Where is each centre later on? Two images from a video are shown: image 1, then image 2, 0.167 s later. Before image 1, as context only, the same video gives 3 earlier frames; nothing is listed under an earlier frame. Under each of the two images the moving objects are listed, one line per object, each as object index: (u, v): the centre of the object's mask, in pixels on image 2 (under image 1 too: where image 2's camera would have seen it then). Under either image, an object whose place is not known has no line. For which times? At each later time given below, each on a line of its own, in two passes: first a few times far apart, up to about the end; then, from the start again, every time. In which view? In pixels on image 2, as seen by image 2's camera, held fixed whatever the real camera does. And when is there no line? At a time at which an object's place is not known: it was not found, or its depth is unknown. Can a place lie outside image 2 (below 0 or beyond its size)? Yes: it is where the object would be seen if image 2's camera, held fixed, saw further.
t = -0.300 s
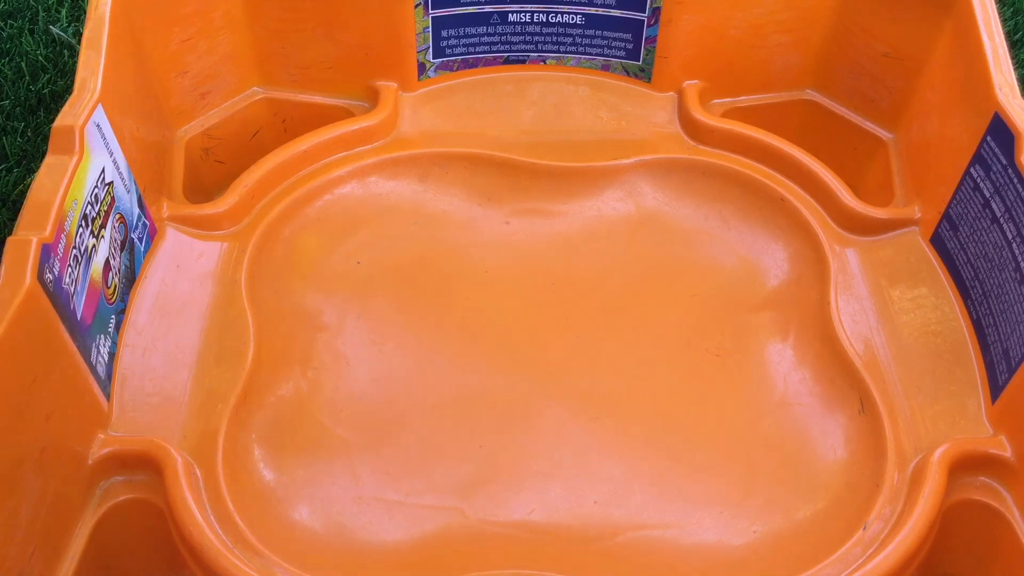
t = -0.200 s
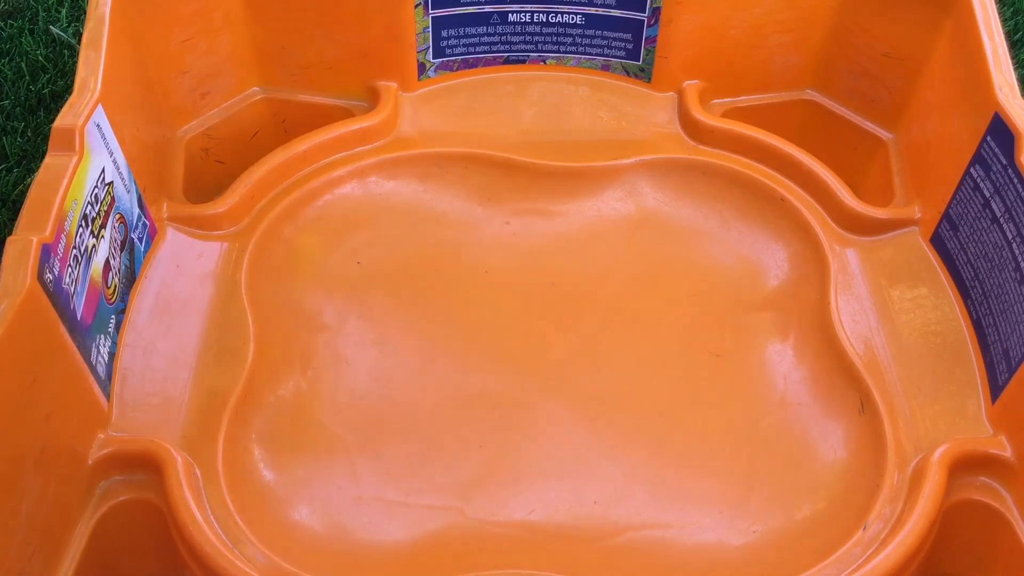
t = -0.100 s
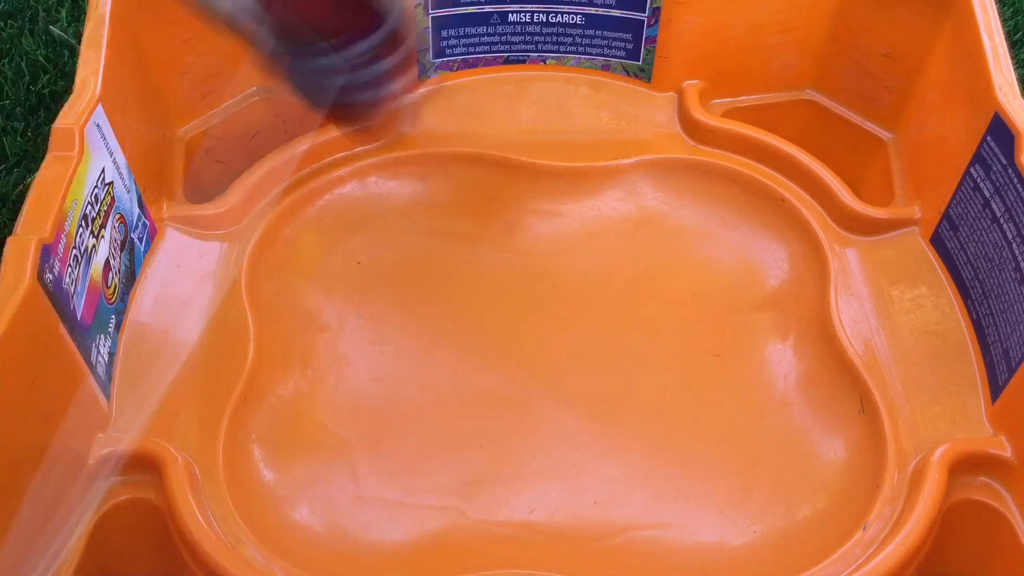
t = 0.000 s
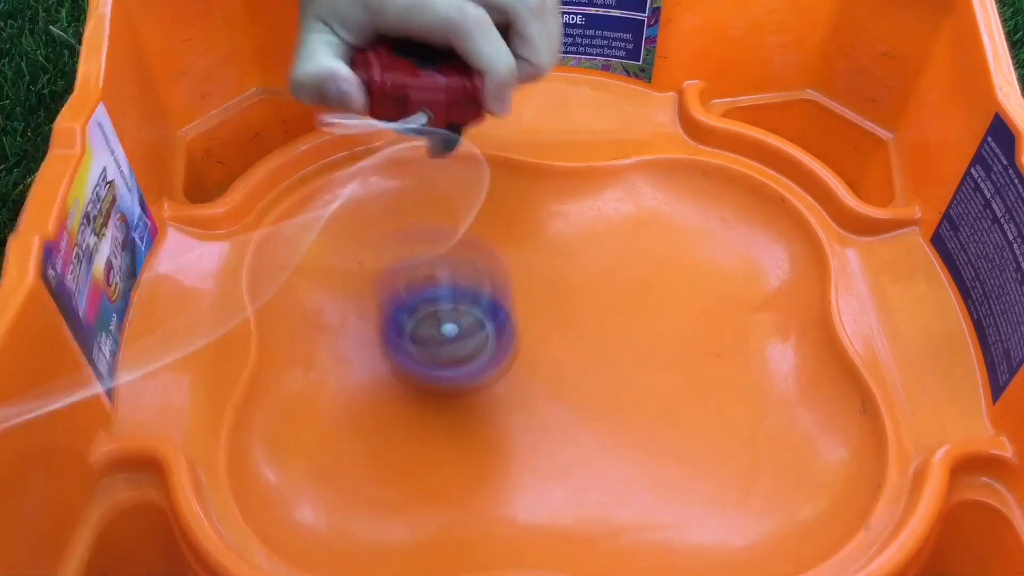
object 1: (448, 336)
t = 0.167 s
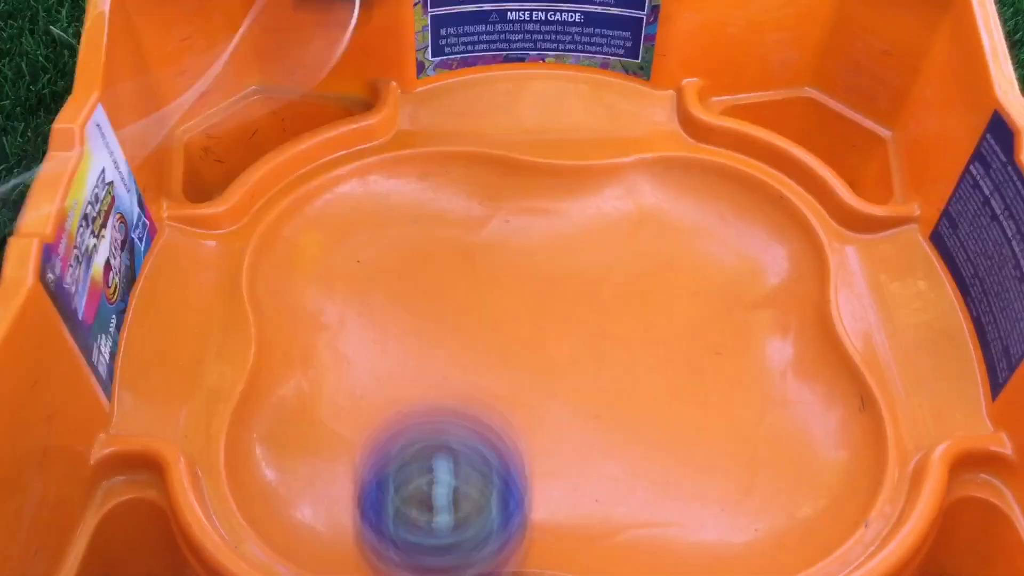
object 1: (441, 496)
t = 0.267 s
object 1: (470, 540)
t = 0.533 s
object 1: (514, 506)
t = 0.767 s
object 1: (567, 308)
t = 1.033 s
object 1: (388, 207)
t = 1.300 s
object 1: (452, 463)
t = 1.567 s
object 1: (821, 313)
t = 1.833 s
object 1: (548, 172)
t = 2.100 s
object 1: (320, 386)
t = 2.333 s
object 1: (622, 467)
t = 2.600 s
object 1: (718, 252)
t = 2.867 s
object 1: (410, 258)
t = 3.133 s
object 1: (395, 496)
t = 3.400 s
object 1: (685, 399)
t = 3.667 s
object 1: (611, 240)
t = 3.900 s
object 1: (404, 242)
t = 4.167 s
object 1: (402, 404)
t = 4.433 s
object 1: (611, 424)
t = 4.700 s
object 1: (677, 314)
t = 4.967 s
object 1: (565, 253)
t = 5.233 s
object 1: (432, 317)
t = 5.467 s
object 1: (443, 430)
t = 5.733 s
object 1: (592, 424)
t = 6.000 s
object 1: (611, 330)
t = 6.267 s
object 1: (506, 272)
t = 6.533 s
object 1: (413, 309)
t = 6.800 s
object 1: (460, 404)
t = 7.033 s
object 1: (591, 396)
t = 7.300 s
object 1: (642, 320)
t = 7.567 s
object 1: (577, 273)
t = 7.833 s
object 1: (471, 305)
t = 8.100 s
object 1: (448, 403)
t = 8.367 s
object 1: (530, 424)
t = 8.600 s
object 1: (579, 386)
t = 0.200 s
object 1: (439, 530)
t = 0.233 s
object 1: (446, 544)
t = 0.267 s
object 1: (470, 540)
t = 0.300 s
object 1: (498, 536)
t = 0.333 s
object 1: (517, 530)
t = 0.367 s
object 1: (527, 526)
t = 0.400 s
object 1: (527, 523)
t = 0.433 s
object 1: (522, 521)
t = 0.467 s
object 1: (514, 517)
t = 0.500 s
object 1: (512, 512)
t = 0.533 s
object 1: (514, 506)
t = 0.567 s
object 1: (516, 494)
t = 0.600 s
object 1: (517, 486)
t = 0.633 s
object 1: (525, 445)
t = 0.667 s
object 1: (537, 404)
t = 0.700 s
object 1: (553, 368)
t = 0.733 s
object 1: (564, 336)
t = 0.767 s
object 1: (567, 308)
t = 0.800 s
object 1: (564, 285)
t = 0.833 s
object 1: (557, 264)
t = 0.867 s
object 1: (543, 245)
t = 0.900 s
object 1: (523, 229)
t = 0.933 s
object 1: (499, 218)
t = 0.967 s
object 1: (468, 209)
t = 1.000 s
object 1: (429, 203)
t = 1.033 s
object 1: (388, 207)
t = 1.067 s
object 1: (345, 218)
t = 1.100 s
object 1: (311, 237)
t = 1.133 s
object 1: (293, 262)
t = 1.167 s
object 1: (301, 293)
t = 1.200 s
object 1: (323, 337)
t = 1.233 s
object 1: (358, 388)
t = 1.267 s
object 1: (401, 432)
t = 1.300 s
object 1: (452, 463)
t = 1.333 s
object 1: (511, 477)
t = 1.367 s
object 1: (571, 485)
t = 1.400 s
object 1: (636, 487)
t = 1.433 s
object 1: (705, 478)
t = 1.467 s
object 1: (770, 458)
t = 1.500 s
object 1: (825, 417)
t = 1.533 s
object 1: (837, 363)
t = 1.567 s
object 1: (821, 313)
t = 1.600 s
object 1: (798, 281)
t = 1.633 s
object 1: (772, 268)
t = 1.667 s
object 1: (741, 251)
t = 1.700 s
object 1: (706, 216)
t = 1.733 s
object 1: (664, 186)
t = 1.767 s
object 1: (626, 162)
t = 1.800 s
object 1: (588, 161)
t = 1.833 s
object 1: (548, 172)
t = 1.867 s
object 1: (502, 201)
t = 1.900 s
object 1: (450, 224)
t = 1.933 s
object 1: (401, 248)
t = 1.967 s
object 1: (365, 267)
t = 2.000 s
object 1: (336, 289)
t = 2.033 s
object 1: (319, 314)
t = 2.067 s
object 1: (315, 346)
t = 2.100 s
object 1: (320, 386)
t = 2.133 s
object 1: (338, 441)
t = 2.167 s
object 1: (371, 487)
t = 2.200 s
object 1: (421, 505)
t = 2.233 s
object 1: (474, 488)
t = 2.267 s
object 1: (524, 473)
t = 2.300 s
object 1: (573, 472)
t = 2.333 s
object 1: (622, 467)
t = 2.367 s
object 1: (674, 449)
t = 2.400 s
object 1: (716, 428)
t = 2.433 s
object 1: (747, 403)
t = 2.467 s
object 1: (765, 372)
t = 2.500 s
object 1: (768, 341)
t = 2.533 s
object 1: (759, 312)
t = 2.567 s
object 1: (742, 283)
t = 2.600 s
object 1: (718, 252)
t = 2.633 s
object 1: (692, 223)
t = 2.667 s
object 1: (657, 197)
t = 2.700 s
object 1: (623, 181)
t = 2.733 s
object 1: (584, 181)
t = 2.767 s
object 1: (544, 194)
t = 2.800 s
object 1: (498, 220)
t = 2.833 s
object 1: (453, 238)
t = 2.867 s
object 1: (410, 258)
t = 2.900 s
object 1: (380, 276)
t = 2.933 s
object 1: (358, 296)
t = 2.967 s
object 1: (346, 319)
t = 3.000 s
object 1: (342, 352)
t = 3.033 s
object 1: (345, 393)
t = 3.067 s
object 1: (352, 436)
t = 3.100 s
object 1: (367, 472)
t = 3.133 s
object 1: (395, 496)
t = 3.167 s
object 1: (434, 501)
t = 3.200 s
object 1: (477, 497)
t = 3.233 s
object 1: (520, 487)
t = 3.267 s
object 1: (564, 474)
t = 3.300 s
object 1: (608, 455)
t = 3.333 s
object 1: (648, 436)
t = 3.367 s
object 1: (673, 420)
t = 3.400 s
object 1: (685, 399)
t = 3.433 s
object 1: (687, 378)
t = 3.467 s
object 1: (684, 355)
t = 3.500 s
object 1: (676, 334)
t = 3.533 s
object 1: (667, 311)
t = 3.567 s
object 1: (655, 288)
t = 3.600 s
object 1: (645, 269)
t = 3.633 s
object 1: (630, 253)
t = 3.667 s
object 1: (611, 240)
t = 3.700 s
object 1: (587, 234)
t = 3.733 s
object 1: (558, 231)
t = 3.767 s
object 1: (525, 230)
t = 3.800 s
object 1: (490, 231)
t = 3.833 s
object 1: (456, 232)
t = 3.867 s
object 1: (427, 235)
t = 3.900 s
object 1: (404, 242)
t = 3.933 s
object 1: (386, 253)
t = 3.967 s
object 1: (372, 267)
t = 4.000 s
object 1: (365, 284)
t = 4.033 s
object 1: (365, 303)
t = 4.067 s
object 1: (372, 329)
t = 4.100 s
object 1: (382, 355)
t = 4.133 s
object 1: (391, 379)
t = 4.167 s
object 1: (402, 404)
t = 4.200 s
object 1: (418, 422)
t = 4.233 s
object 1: (437, 434)
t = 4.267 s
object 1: (463, 441)
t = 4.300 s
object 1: (491, 441)
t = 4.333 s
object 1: (519, 439)
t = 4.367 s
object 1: (551, 434)
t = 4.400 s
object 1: (582, 430)
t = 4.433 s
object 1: (611, 424)
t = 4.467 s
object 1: (634, 419)
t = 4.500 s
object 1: (654, 409)
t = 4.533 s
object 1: (669, 396)
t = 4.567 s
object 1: (678, 381)
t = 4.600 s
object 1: (681, 366)
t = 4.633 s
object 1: (681, 349)
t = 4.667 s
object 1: (680, 330)
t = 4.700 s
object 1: (677, 314)
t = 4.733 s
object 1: (674, 298)
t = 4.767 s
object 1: (667, 284)
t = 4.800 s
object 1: (658, 270)
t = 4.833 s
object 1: (646, 260)
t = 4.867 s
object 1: (629, 253)
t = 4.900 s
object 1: (610, 250)
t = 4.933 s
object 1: (588, 250)
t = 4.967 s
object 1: (565, 253)
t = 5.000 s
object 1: (542, 257)
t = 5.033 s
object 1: (520, 261)
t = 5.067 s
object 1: (498, 266)
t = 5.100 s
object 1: (478, 272)
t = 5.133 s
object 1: (462, 280)
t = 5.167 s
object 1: (449, 290)
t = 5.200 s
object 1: (438, 303)
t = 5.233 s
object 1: (432, 317)
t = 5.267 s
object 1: (429, 333)
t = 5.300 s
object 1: (427, 349)
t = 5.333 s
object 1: (425, 368)
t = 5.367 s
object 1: (423, 385)
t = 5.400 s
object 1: (426, 403)
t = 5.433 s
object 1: (432, 419)
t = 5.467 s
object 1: (443, 430)
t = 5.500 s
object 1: (458, 439)
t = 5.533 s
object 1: (474, 441)
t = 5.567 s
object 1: (496, 441)
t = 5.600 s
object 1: (519, 439)
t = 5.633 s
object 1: (540, 436)
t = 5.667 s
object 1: (560, 433)
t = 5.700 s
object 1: (578, 429)
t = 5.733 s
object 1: (592, 424)
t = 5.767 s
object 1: (605, 416)
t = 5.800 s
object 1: (616, 407)
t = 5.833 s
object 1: (623, 397)
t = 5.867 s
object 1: (627, 384)
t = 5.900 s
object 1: (626, 371)
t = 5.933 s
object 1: (624, 358)
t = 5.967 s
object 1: (618, 343)
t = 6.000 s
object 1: (611, 330)
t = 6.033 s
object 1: (603, 317)
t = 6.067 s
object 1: (593, 305)
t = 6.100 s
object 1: (582, 296)
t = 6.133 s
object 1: (568, 290)
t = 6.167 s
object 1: (554, 285)
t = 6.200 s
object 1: (539, 280)
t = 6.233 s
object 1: (523, 275)
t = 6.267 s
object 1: (506, 272)
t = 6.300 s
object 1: (488, 270)
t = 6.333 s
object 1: (470, 269)
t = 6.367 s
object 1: (454, 270)
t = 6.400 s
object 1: (441, 275)
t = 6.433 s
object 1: (430, 281)
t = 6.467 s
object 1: (422, 289)
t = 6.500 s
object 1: (415, 299)
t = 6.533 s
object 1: (413, 309)
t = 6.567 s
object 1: (414, 322)
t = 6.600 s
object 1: (416, 336)
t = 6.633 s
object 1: (420, 348)
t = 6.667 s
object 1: (424, 362)
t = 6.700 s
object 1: (429, 374)
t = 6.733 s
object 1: (435, 385)
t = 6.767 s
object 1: (445, 395)
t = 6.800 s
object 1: (460, 404)
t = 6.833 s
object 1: (477, 410)
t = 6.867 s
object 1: (496, 410)
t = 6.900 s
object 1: (517, 410)
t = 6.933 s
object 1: (538, 407)
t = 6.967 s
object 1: (557, 404)
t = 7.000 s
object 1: (575, 400)
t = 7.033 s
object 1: (591, 396)
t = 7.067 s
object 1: (607, 391)
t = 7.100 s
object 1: (620, 385)
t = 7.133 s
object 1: (630, 376)
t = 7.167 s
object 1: (637, 365)
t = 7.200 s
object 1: (640, 353)
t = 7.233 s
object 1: (641, 341)
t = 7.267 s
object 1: (642, 331)
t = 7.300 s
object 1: (642, 320)
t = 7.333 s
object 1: (642, 310)
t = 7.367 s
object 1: (639, 300)
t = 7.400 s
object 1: (634, 291)
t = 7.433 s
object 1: (626, 284)
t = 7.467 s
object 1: (617, 277)
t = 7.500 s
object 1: (605, 274)
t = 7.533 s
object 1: (591, 273)
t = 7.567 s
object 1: (577, 273)
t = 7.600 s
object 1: (563, 273)
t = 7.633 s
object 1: (548, 275)
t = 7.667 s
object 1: (535, 277)
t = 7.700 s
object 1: (521, 280)
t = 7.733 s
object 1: (507, 284)
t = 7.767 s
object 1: (493, 289)
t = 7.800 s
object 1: (481, 296)
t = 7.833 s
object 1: (471, 305)
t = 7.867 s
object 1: (463, 315)
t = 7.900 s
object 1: (457, 327)
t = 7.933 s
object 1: (453, 338)
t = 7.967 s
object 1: (450, 352)
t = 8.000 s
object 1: (448, 365)
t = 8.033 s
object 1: (445, 379)
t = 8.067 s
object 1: (445, 392)
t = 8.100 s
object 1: (448, 403)
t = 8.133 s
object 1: (454, 412)
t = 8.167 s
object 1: (462, 421)
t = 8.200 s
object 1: (471, 425)
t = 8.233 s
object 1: (483, 428)
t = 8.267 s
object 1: (496, 428)
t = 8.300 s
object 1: (509, 428)
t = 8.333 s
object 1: (520, 426)
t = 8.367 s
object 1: (530, 424)
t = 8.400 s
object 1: (540, 421)
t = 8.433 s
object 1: (548, 416)
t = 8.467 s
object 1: (555, 411)
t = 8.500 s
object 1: (563, 405)
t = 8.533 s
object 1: (568, 399)
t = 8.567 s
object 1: (574, 393)
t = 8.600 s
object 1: (579, 386)
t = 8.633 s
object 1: (583, 380)
